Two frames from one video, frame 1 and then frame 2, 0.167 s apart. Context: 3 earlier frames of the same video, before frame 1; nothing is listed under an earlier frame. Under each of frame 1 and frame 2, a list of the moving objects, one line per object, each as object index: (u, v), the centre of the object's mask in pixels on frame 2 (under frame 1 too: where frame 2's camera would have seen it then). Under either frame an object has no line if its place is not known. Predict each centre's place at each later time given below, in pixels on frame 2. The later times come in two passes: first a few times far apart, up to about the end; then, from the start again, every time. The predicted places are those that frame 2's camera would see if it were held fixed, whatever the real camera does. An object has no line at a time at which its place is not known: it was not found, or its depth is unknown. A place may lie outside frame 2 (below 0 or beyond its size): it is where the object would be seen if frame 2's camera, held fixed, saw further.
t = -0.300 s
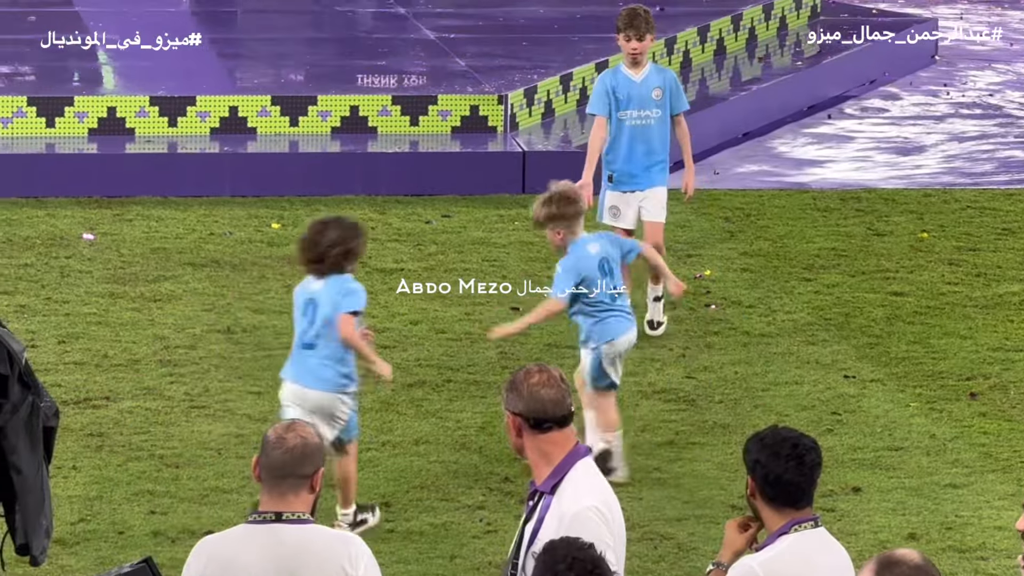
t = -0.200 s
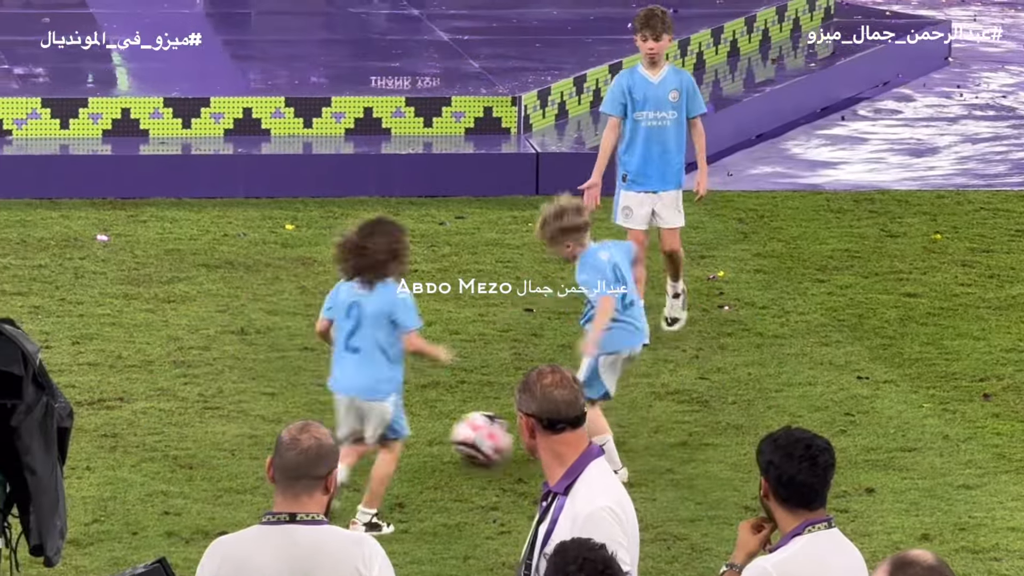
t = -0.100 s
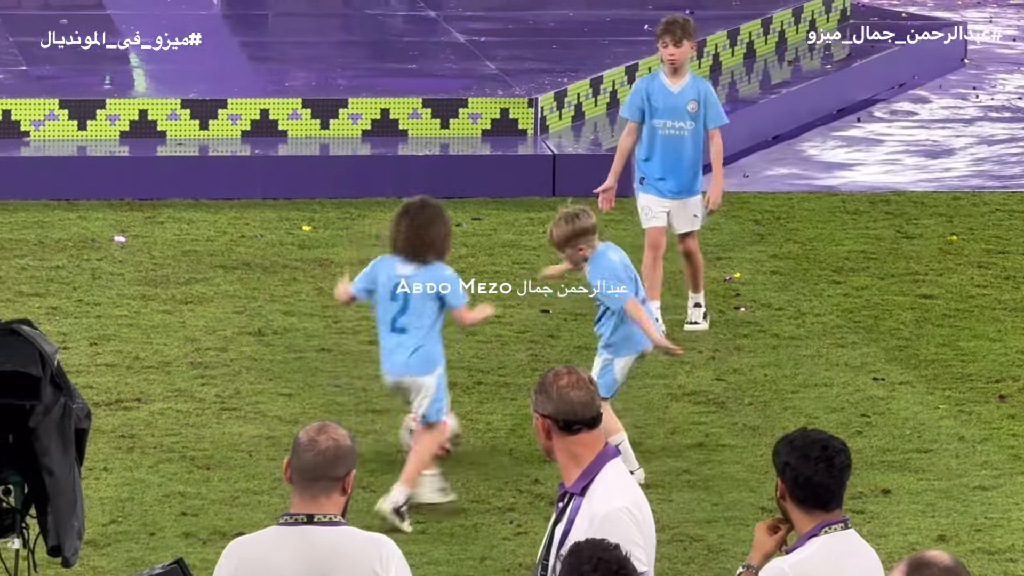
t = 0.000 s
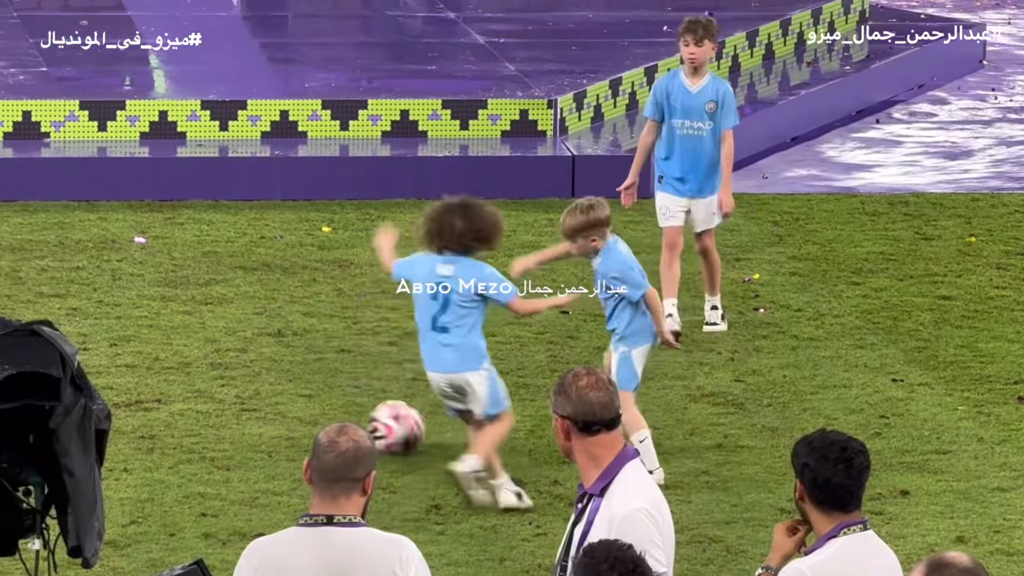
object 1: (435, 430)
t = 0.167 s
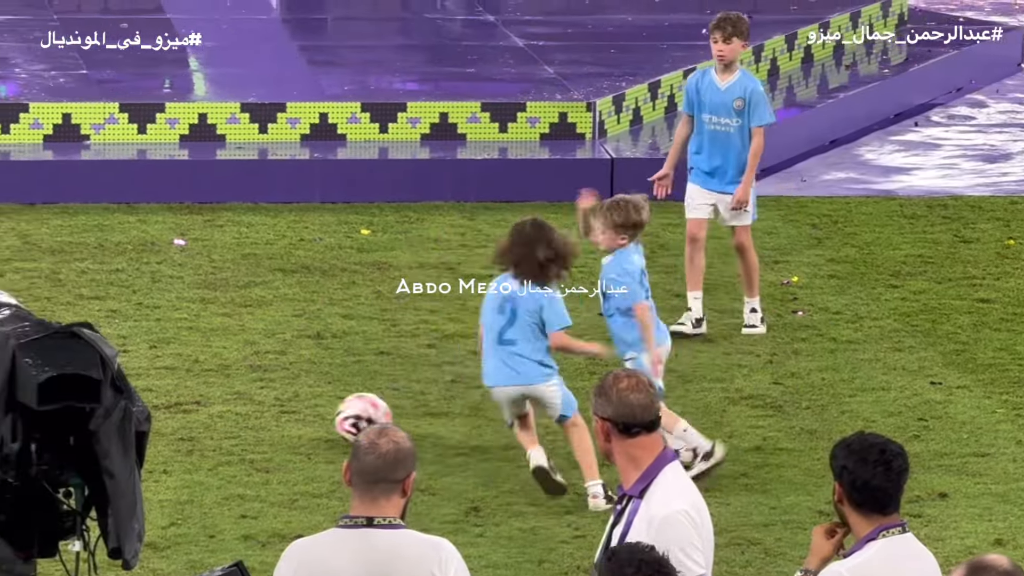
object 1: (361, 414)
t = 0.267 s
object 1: (322, 413)
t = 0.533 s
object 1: (219, 402)
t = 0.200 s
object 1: (349, 416)
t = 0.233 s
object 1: (337, 415)
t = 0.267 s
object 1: (322, 413)
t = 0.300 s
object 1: (309, 412)
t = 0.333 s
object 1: (296, 412)
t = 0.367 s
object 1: (284, 409)
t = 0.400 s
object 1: (270, 407)
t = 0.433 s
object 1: (257, 406)
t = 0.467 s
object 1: (244, 405)
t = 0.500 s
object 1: (231, 403)
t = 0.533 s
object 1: (219, 402)
